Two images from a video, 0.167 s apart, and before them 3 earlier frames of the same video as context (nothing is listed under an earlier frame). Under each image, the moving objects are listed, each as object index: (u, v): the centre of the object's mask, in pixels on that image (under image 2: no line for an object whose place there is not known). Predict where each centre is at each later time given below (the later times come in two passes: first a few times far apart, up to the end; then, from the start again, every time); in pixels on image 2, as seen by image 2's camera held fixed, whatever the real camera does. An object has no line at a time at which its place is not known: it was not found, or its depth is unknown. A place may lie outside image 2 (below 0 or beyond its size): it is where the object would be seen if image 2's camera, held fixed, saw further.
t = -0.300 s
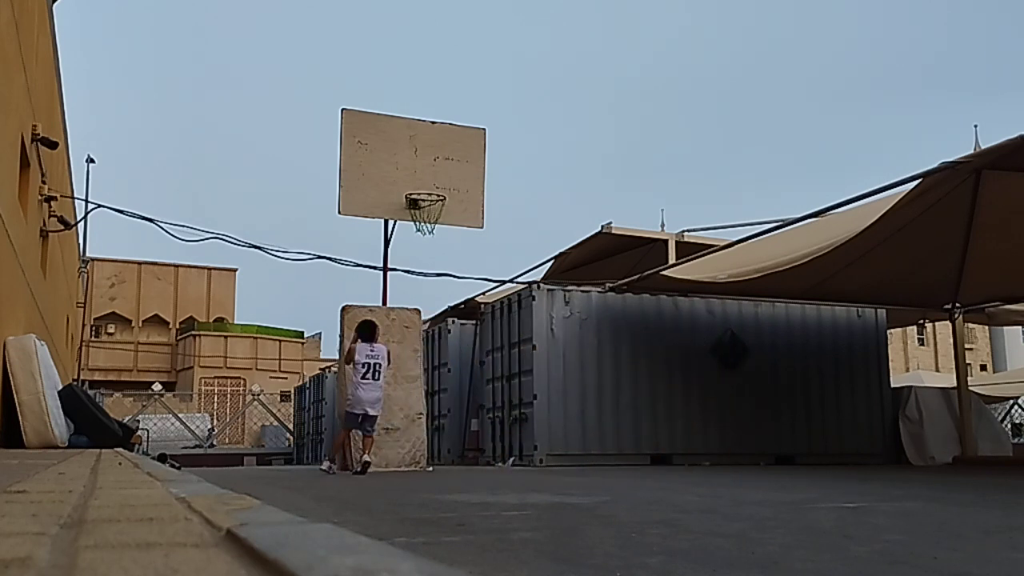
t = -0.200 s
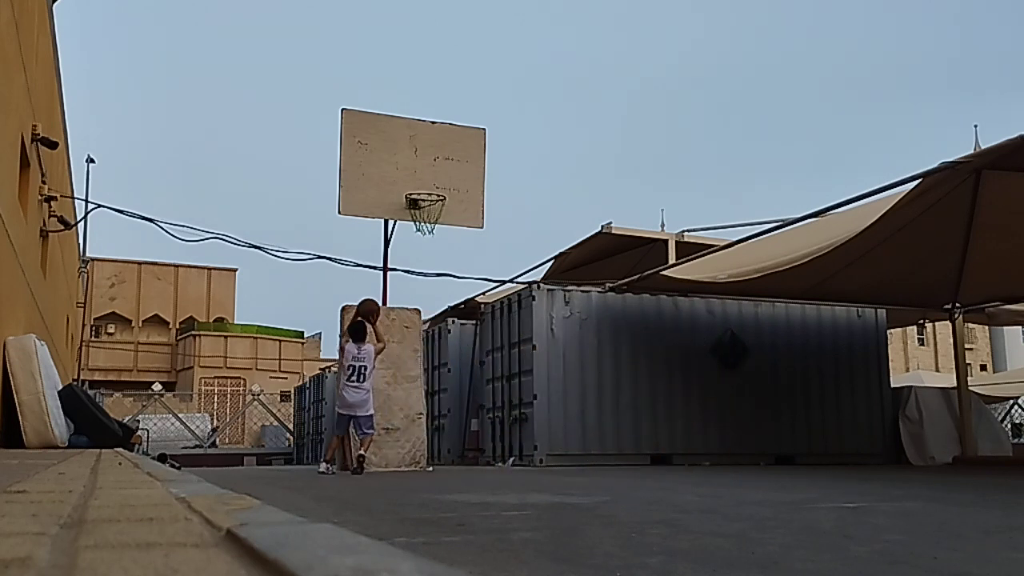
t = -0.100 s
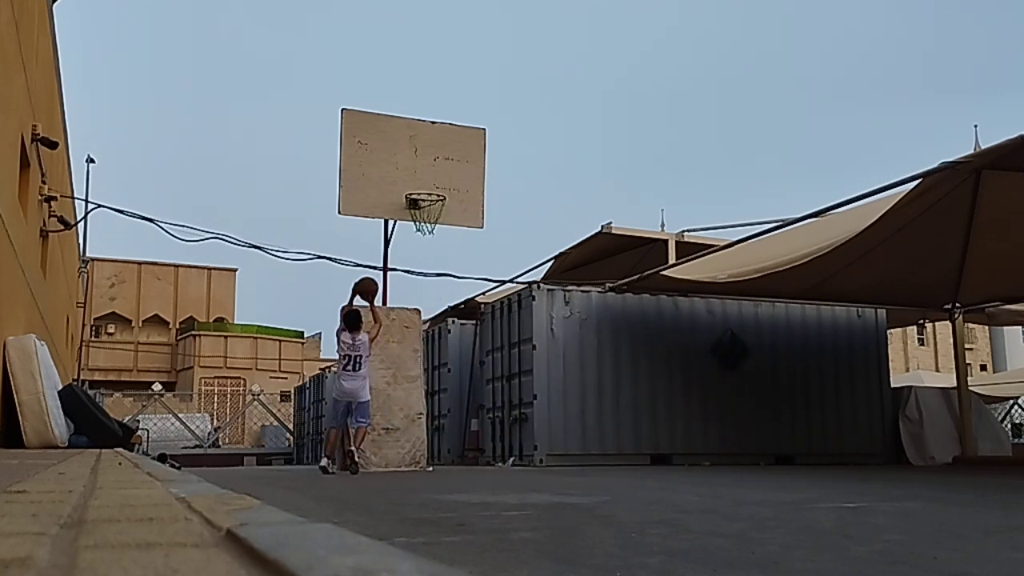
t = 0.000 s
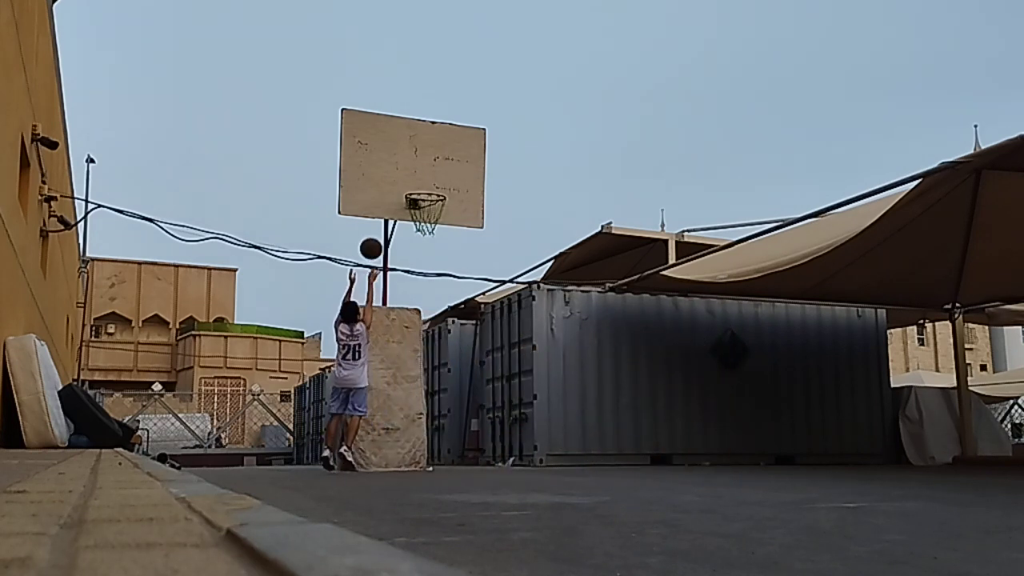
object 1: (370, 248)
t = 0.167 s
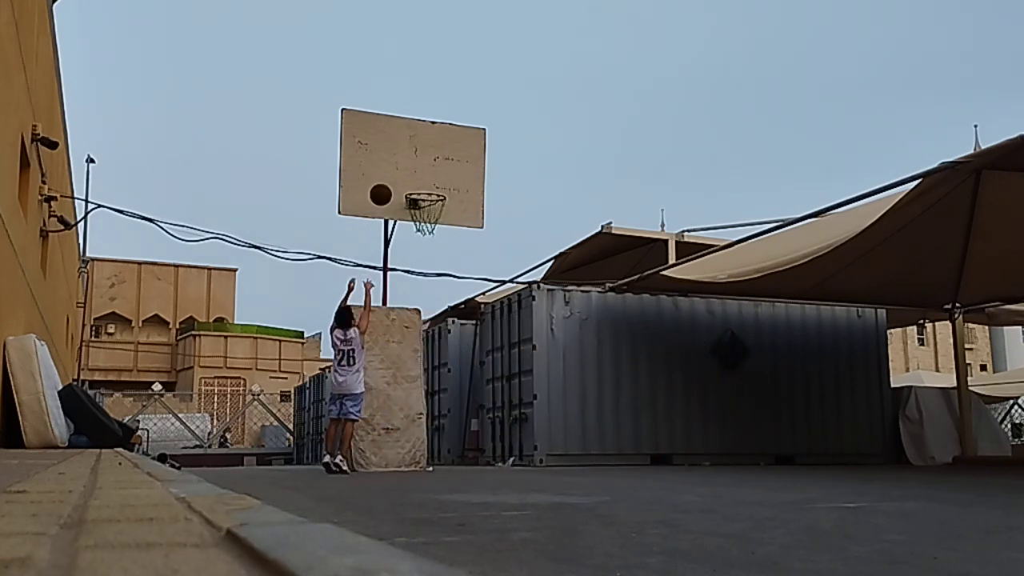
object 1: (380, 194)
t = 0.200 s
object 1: (382, 187)
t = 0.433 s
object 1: (395, 161)
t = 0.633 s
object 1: (406, 174)
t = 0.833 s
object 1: (426, 201)
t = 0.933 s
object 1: (437, 217)
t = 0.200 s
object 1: (382, 187)
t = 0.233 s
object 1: (384, 180)
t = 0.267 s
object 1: (386, 175)
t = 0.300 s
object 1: (388, 170)
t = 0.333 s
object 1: (390, 167)
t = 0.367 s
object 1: (391, 164)
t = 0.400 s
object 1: (393, 162)
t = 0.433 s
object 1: (395, 161)
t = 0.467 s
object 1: (397, 161)
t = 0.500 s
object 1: (398, 162)
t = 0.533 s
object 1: (400, 164)
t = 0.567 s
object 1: (401, 168)
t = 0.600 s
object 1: (403, 171)
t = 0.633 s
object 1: (406, 174)
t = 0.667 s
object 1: (409, 178)
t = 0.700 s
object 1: (412, 183)
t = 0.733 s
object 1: (414, 190)
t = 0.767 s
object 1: (418, 193)
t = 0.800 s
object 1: (422, 196)
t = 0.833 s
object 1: (426, 201)
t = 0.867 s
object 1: (430, 207)
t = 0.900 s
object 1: (434, 213)
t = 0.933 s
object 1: (437, 217)
